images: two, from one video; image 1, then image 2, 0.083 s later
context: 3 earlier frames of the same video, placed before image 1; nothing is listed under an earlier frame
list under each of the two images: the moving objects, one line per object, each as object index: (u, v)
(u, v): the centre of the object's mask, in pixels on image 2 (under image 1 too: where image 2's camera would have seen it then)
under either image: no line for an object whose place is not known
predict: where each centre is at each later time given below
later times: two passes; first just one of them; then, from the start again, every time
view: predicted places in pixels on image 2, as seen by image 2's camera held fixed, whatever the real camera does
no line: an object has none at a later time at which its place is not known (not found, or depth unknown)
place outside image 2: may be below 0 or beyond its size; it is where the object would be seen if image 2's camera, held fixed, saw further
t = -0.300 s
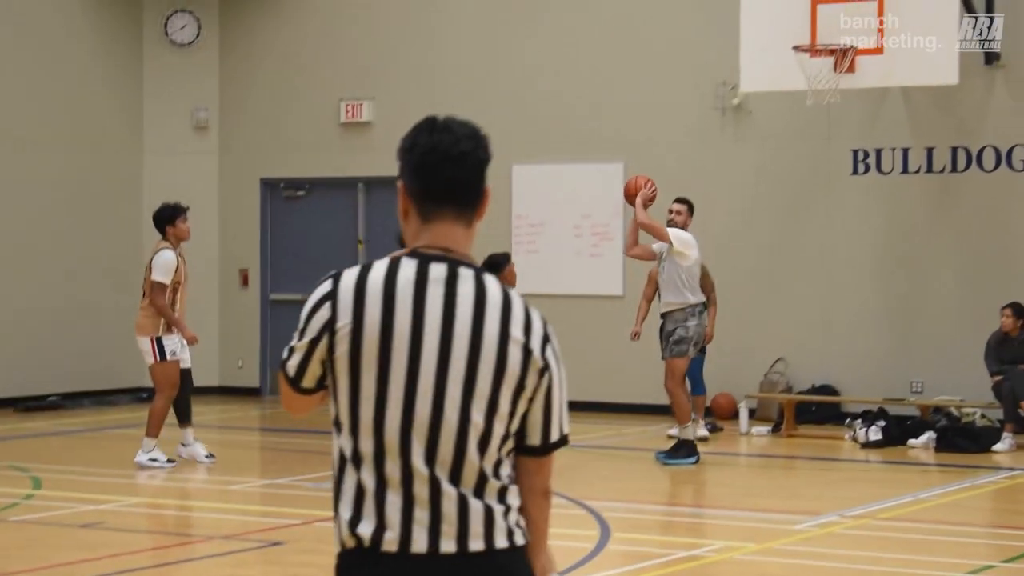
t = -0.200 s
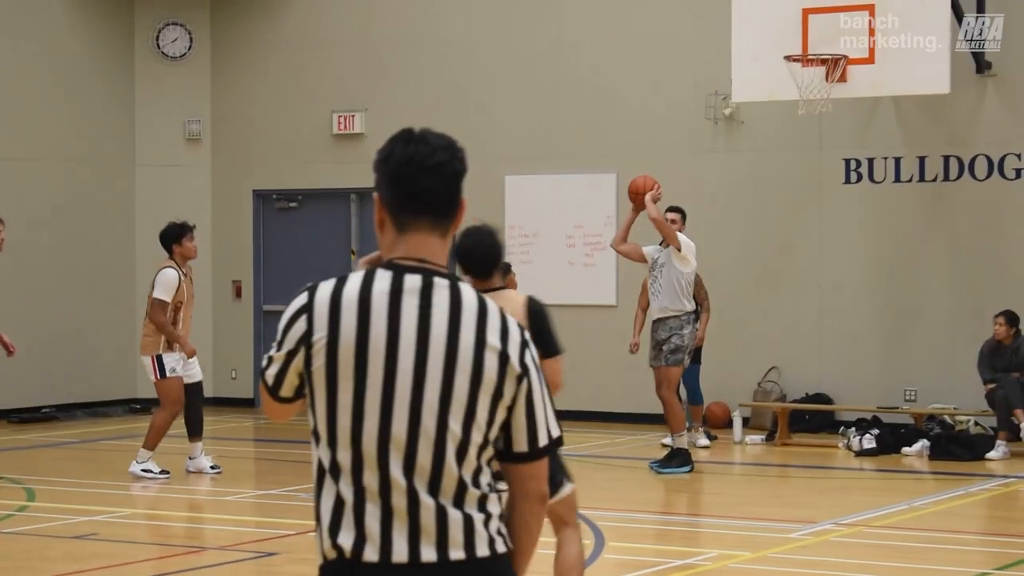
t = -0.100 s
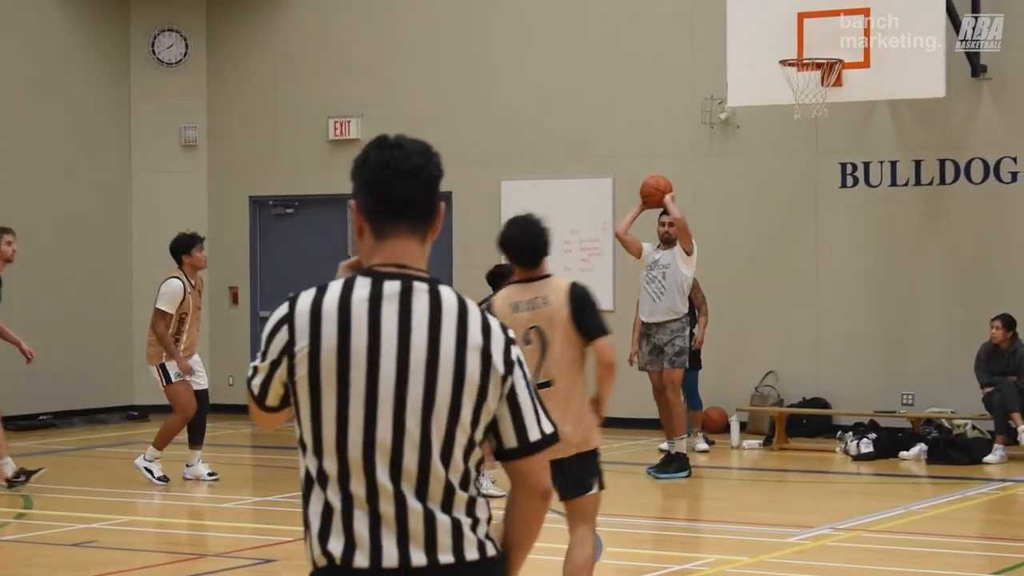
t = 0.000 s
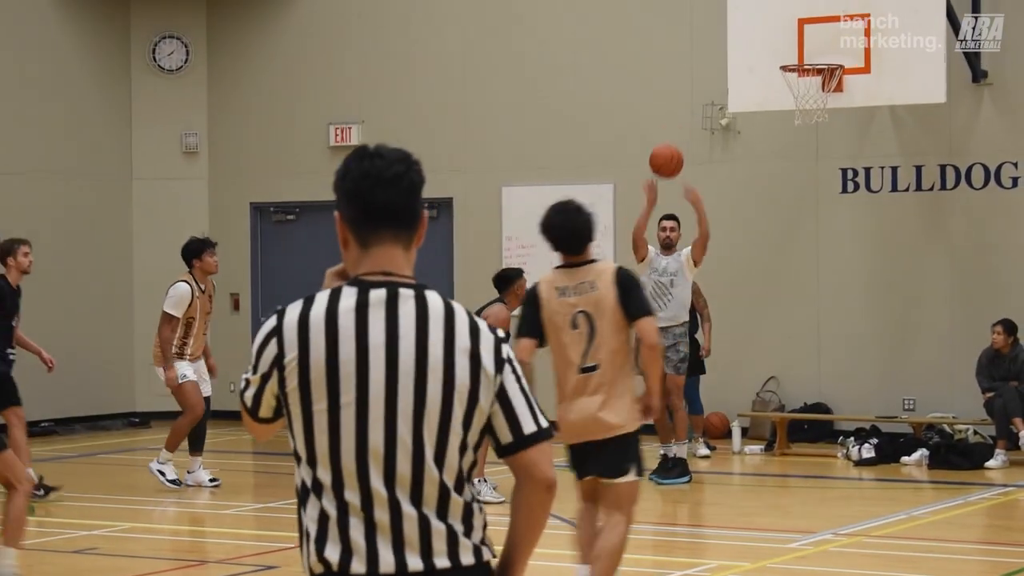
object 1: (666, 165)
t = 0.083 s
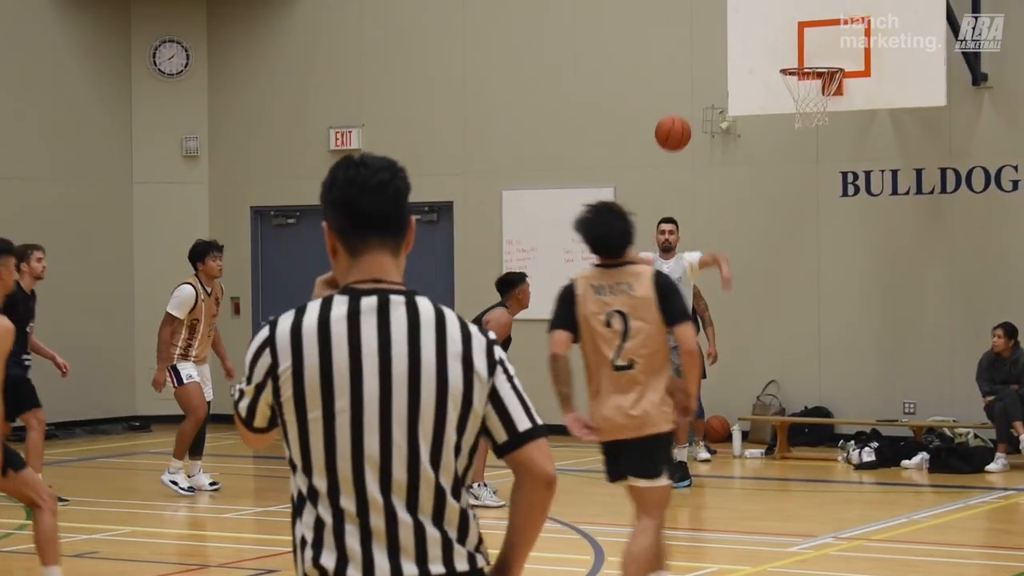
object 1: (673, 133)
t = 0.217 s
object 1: (685, 98)
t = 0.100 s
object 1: (674, 127)
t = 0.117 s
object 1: (675, 122)
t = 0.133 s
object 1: (677, 117)
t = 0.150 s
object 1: (678, 112)
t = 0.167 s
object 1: (680, 108)
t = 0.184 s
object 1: (681, 104)
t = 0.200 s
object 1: (683, 101)
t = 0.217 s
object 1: (685, 98)
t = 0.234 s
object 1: (687, 95)
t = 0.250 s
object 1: (689, 93)
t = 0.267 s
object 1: (691, 91)
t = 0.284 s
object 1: (693, 89)
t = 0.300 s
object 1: (696, 88)
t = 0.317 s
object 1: (698, 87)
